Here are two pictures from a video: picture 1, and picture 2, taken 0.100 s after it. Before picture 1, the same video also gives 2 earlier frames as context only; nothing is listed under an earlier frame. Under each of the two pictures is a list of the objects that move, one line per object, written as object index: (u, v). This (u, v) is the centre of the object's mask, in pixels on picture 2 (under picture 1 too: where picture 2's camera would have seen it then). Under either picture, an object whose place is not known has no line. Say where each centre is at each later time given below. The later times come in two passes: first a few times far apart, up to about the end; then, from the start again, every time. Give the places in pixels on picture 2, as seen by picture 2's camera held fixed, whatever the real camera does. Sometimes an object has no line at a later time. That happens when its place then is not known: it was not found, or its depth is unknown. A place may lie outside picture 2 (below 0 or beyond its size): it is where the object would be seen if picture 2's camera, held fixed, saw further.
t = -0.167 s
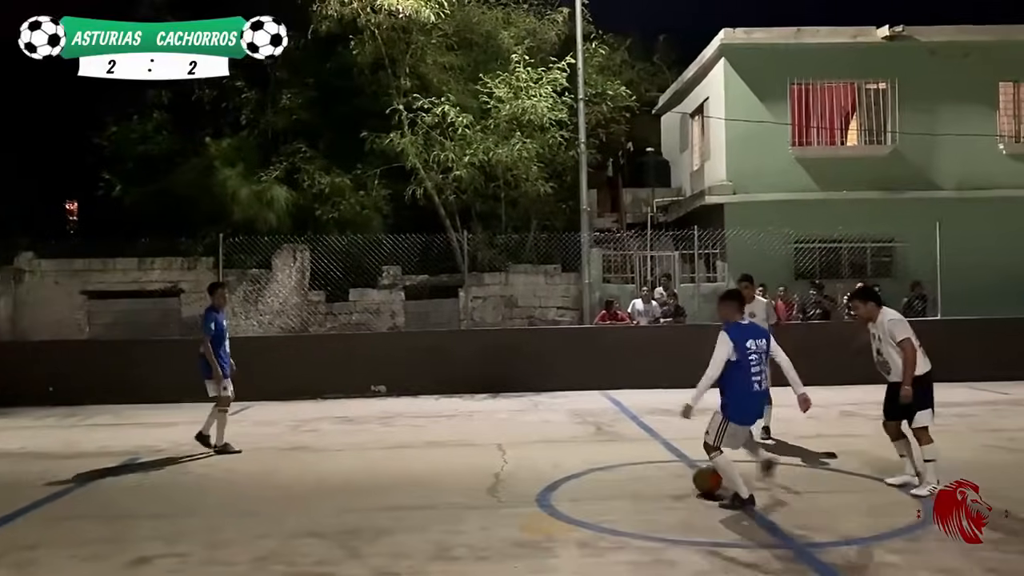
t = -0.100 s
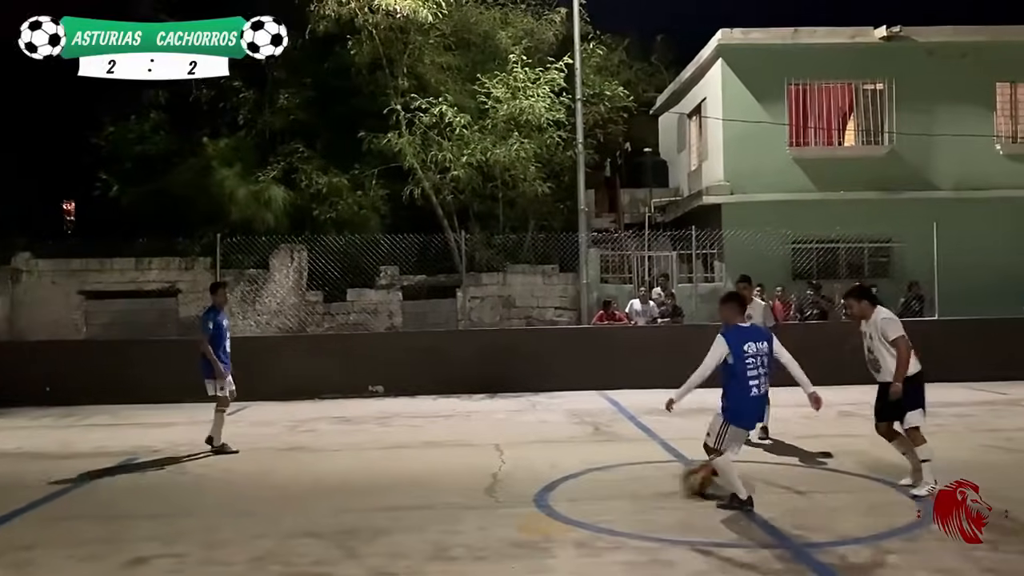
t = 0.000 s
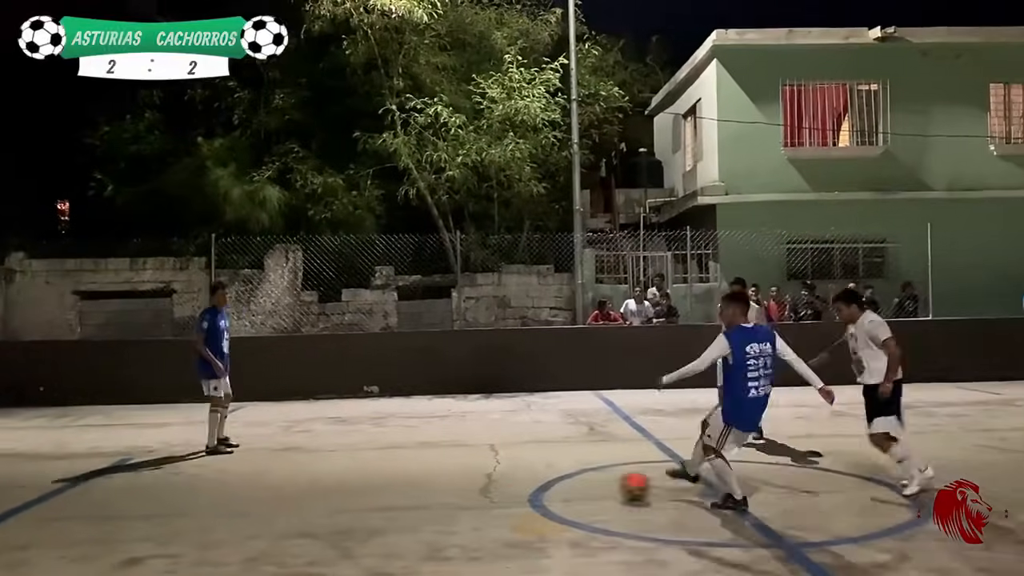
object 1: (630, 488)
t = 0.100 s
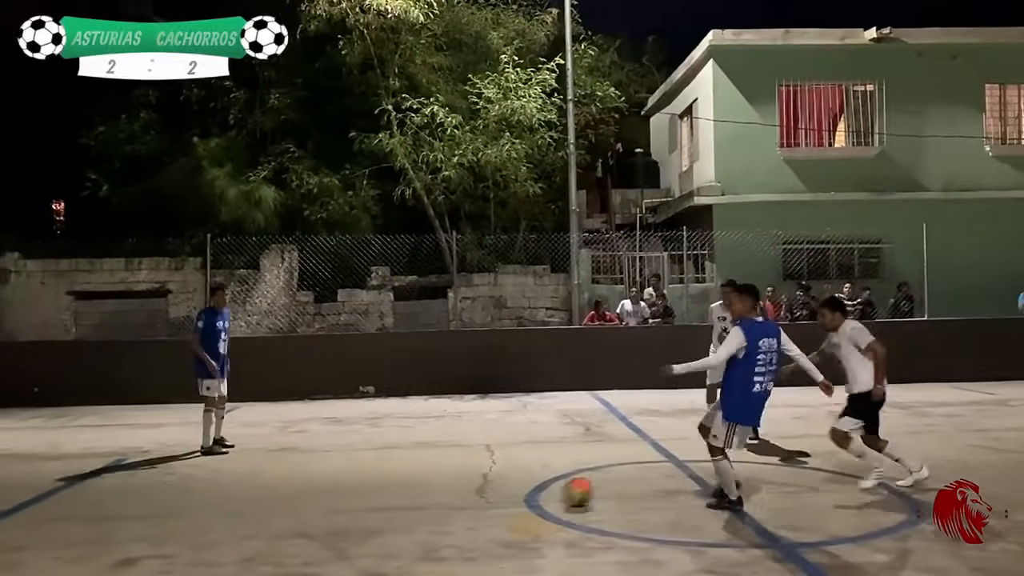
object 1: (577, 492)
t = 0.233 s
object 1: (508, 499)
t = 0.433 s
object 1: (411, 511)
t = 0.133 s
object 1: (560, 493)
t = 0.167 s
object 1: (542, 496)
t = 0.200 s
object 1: (525, 498)
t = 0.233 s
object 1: (508, 499)
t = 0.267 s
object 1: (492, 501)
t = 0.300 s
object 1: (474, 502)
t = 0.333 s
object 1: (464, 504)
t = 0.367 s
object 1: (446, 506)
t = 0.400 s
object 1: (430, 508)
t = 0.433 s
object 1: (411, 511)
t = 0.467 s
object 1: (392, 511)
